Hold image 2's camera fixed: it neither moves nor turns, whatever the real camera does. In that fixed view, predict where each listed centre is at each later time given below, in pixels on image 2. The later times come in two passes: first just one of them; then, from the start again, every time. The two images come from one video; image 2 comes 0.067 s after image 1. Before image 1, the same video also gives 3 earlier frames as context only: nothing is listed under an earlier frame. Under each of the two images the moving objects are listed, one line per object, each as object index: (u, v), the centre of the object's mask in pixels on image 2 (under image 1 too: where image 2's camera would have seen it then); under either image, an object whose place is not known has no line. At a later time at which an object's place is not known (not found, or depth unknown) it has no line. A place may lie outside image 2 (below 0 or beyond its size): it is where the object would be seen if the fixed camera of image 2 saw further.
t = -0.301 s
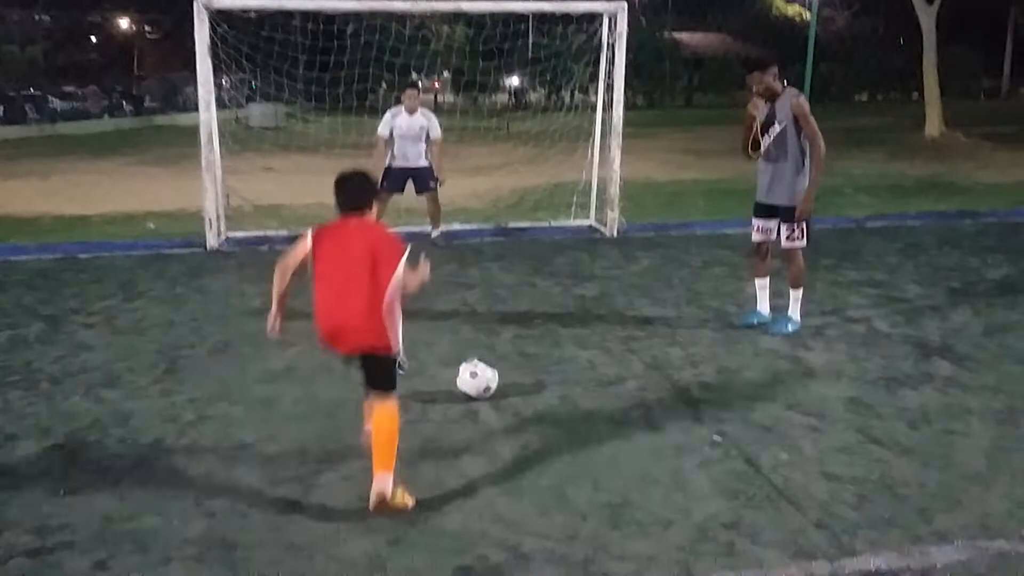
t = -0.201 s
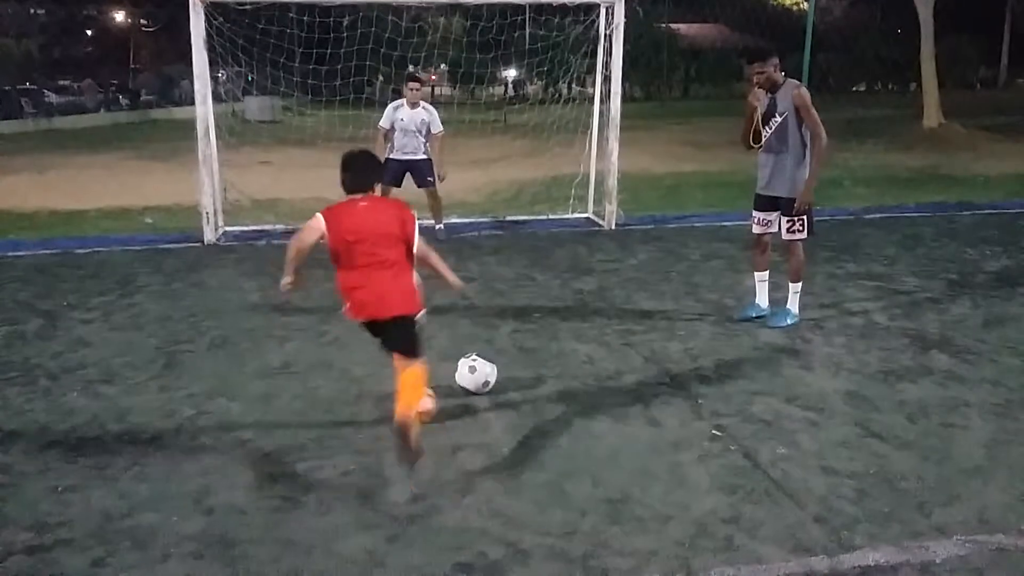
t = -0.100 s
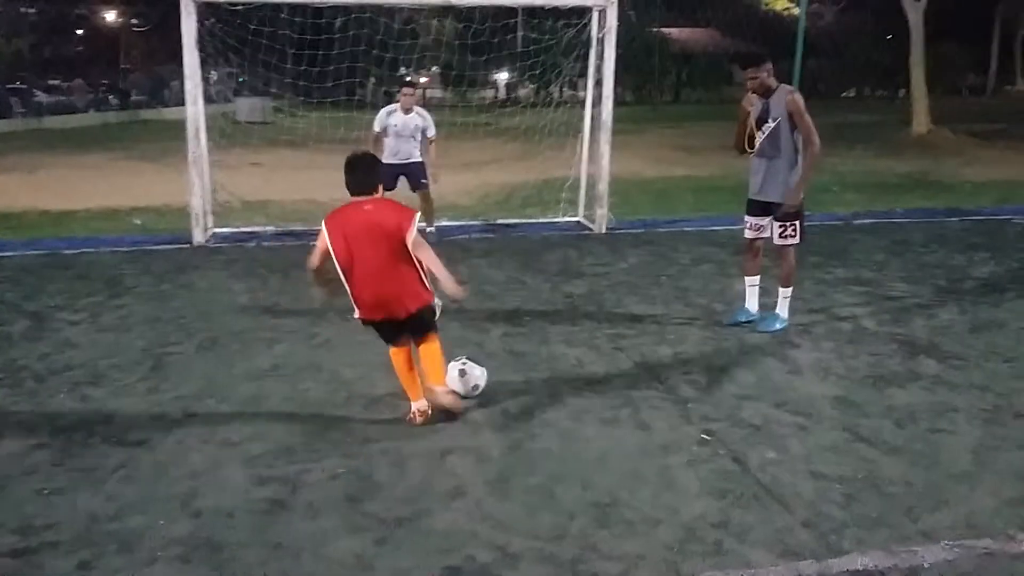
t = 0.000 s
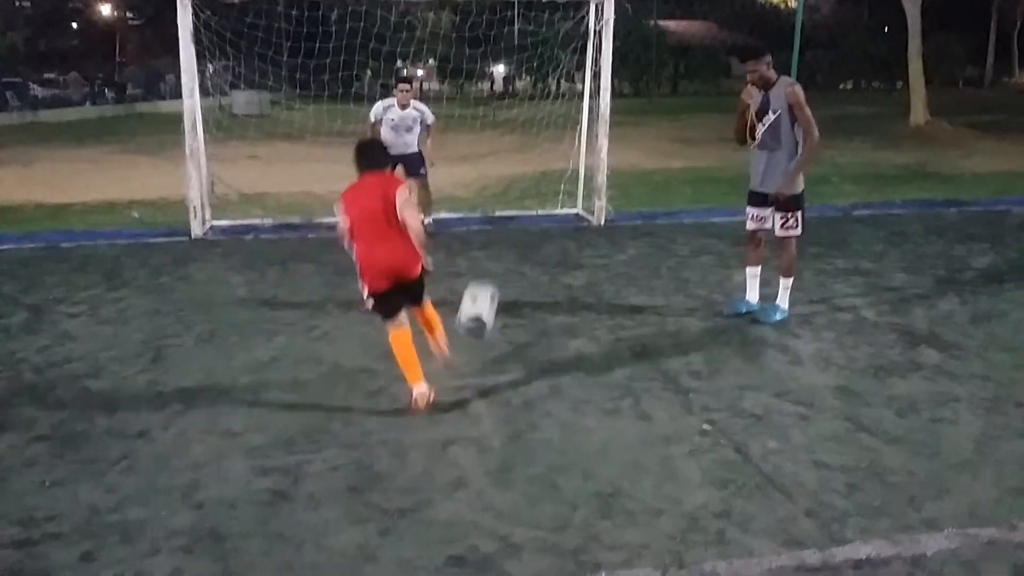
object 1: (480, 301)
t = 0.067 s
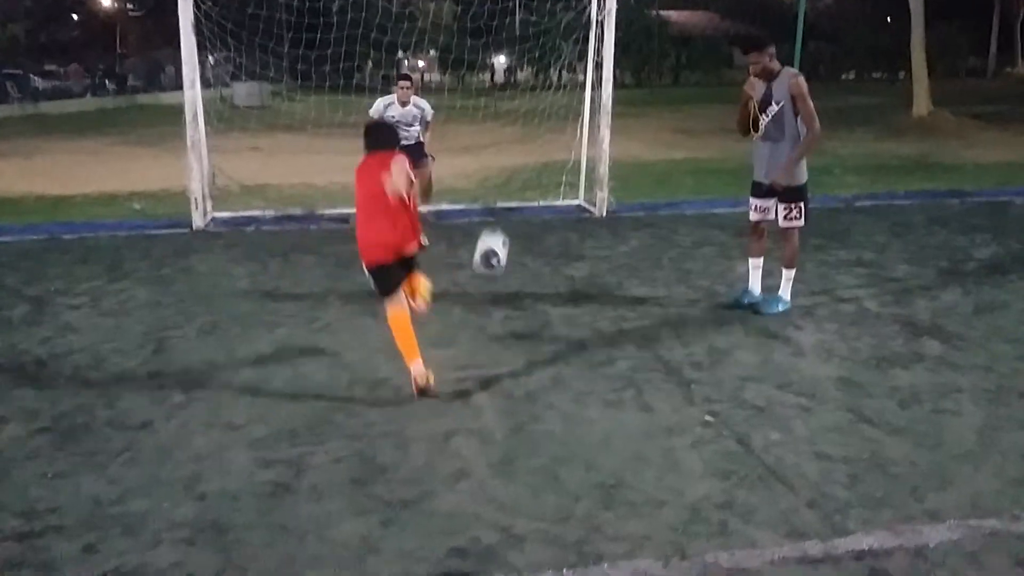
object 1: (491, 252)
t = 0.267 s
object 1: (516, 178)
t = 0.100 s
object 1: (495, 231)
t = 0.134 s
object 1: (500, 217)
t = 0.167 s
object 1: (506, 204)
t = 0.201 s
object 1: (510, 193)
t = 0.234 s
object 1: (514, 185)
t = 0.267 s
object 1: (516, 178)
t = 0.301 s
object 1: (520, 173)
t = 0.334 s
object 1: (524, 170)
